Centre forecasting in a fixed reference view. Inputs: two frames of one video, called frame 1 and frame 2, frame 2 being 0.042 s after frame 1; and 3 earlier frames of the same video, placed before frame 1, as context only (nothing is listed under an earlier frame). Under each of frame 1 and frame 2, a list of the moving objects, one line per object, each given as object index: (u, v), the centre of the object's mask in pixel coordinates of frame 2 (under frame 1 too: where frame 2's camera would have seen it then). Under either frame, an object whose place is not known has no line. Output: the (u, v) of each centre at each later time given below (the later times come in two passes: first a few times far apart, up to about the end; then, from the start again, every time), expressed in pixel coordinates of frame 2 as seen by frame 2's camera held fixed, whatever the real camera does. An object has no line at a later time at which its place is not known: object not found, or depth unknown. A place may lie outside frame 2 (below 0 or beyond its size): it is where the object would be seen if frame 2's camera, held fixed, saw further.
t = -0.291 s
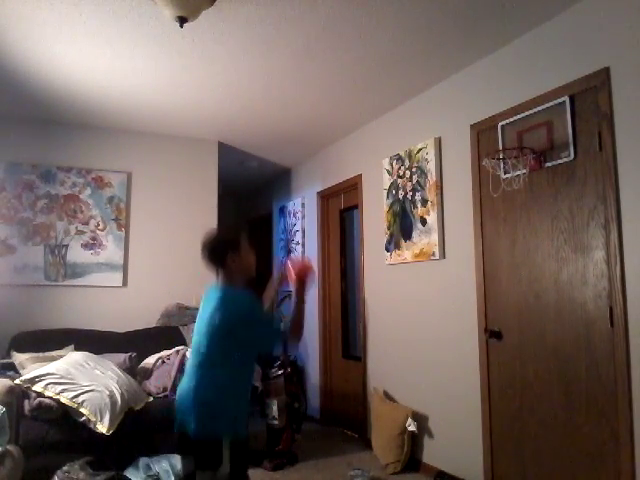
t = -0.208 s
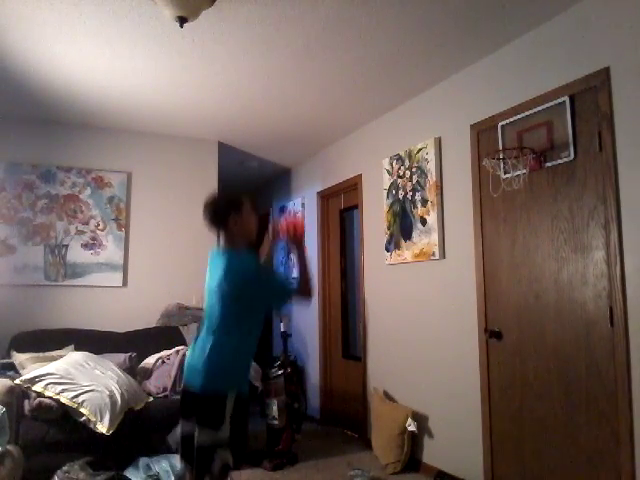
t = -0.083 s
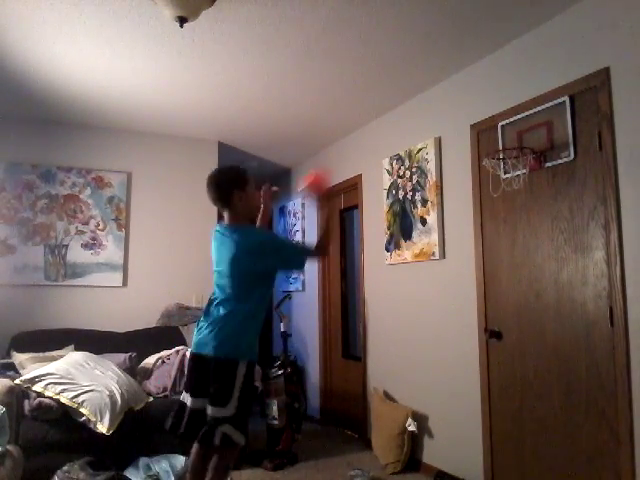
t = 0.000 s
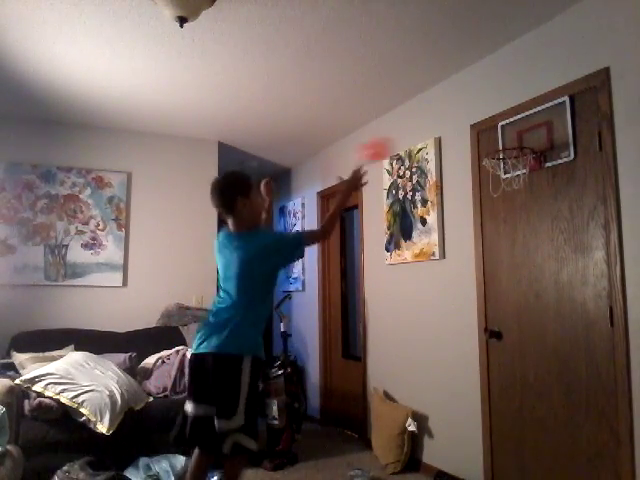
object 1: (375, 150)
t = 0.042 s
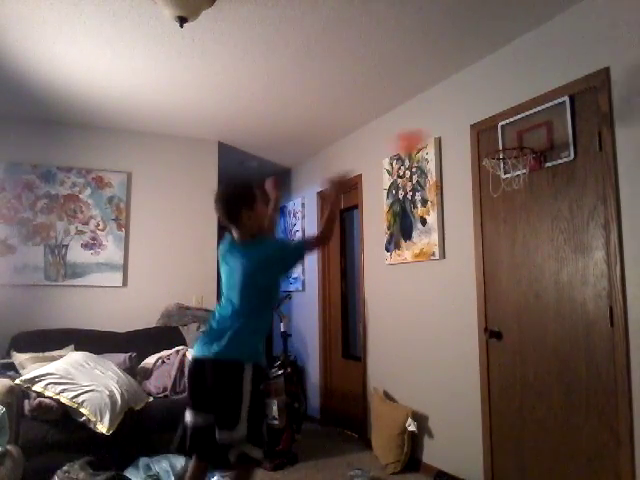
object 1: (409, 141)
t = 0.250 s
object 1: (514, 143)
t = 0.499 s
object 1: (504, 199)
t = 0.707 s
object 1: (497, 300)
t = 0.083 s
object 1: (442, 136)
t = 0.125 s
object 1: (472, 136)
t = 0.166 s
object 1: (497, 137)
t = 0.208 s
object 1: (525, 140)
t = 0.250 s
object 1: (514, 143)
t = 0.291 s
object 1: (503, 149)
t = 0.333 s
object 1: (496, 157)
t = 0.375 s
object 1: (495, 163)
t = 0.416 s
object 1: (499, 173)
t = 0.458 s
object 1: (501, 185)
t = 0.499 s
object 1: (504, 199)
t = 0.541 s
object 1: (508, 215)
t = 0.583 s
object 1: (509, 235)
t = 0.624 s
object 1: (505, 252)
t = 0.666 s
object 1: (501, 275)
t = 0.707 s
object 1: (497, 300)
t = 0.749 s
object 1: (493, 329)
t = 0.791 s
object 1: (488, 362)
